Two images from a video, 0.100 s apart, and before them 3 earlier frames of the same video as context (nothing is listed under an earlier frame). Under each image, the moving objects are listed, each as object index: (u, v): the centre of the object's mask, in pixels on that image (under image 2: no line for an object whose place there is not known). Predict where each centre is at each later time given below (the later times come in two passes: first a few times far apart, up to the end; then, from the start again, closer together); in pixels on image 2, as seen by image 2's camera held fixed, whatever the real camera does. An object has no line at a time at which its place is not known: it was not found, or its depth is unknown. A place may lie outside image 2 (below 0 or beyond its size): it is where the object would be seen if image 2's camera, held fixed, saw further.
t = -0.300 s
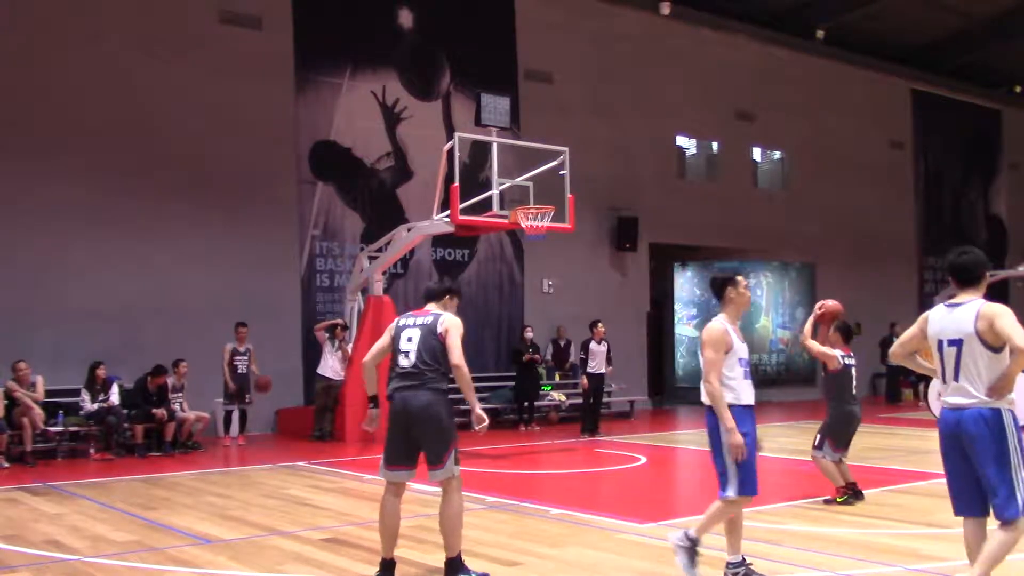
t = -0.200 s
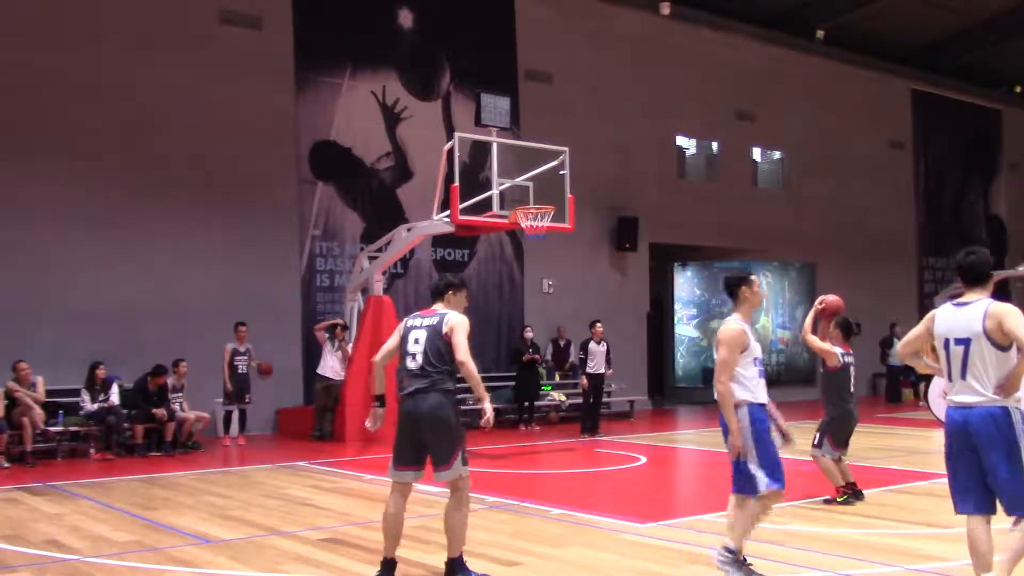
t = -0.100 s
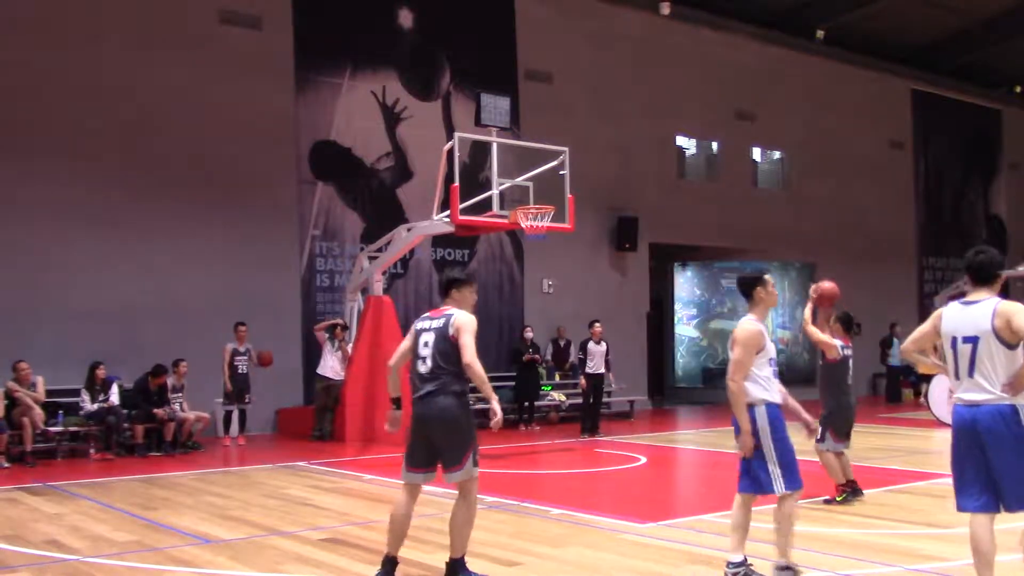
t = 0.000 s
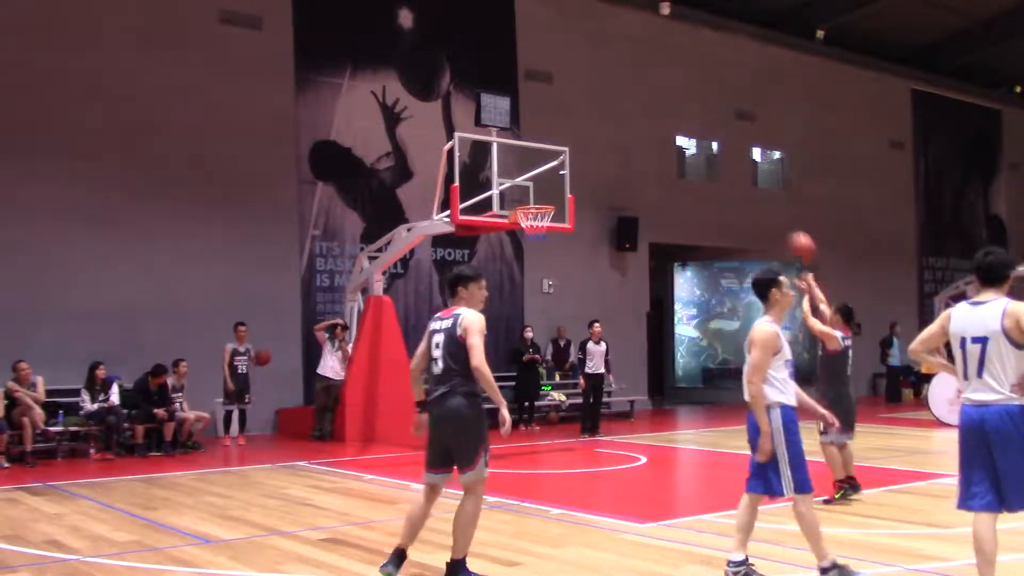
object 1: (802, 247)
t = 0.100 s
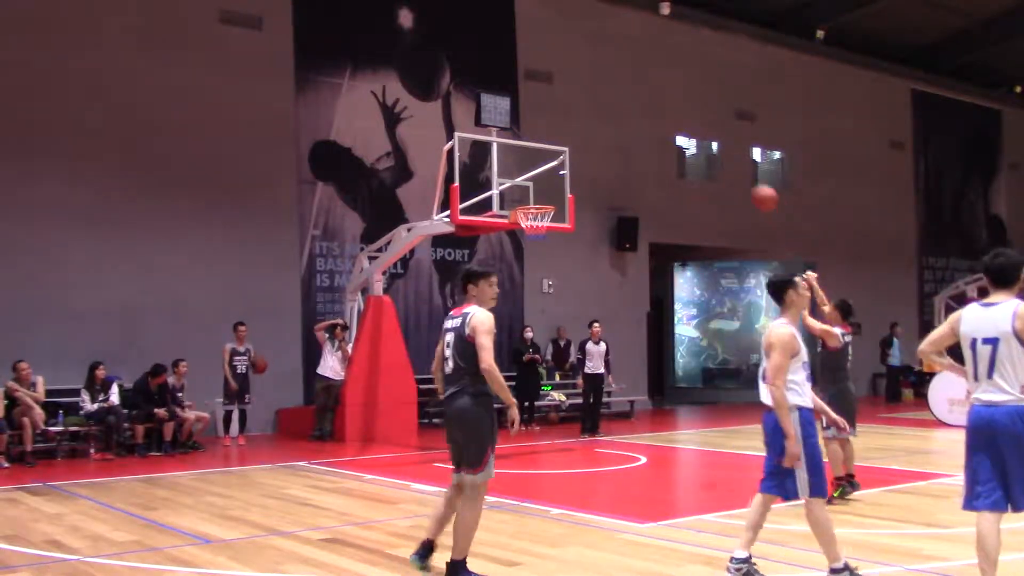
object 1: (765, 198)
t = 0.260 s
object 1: (711, 146)
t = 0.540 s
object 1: (631, 119)
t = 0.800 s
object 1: (570, 155)
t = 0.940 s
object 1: (538, 194)
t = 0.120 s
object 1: (758, 189)
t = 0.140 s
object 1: (751, 182)
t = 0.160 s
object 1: (745, 175)
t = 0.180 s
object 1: (737, 168)
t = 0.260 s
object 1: (711, 146)
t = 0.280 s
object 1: (704, 141)
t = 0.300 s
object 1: (699, 137)
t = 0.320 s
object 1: (693, 133)
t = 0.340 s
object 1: (686, 130)
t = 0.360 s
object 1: (681, 127)
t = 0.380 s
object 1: (675, 125)
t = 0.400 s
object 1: (669, 123)
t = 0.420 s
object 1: (664, 123)
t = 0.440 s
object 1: (658, 120)
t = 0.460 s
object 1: (653, 119)
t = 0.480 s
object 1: (650, 118)
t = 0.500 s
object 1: (641, 118)
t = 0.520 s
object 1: (636, 119)
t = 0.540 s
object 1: (631, 119)
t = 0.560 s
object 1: (626, 120)
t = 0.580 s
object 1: (621, 122)
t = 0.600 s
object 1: (616, 123)
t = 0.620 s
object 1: (611, 125)
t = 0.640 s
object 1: (605, 127)
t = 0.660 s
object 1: (601, 129)
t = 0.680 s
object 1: (595, 133)
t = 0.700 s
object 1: (591, 135)
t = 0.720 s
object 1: (587, 138)
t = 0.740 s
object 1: (582, 142)
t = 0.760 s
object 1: (577, 145)
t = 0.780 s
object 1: (573, 150)
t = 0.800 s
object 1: (570, 155)
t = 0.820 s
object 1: (564, 160)
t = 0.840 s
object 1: (559, 164)
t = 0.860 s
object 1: (555, 170)
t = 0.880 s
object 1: (552, 176)
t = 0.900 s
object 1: (546, 182)
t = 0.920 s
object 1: (542, 188)
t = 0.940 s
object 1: (538, 194)
